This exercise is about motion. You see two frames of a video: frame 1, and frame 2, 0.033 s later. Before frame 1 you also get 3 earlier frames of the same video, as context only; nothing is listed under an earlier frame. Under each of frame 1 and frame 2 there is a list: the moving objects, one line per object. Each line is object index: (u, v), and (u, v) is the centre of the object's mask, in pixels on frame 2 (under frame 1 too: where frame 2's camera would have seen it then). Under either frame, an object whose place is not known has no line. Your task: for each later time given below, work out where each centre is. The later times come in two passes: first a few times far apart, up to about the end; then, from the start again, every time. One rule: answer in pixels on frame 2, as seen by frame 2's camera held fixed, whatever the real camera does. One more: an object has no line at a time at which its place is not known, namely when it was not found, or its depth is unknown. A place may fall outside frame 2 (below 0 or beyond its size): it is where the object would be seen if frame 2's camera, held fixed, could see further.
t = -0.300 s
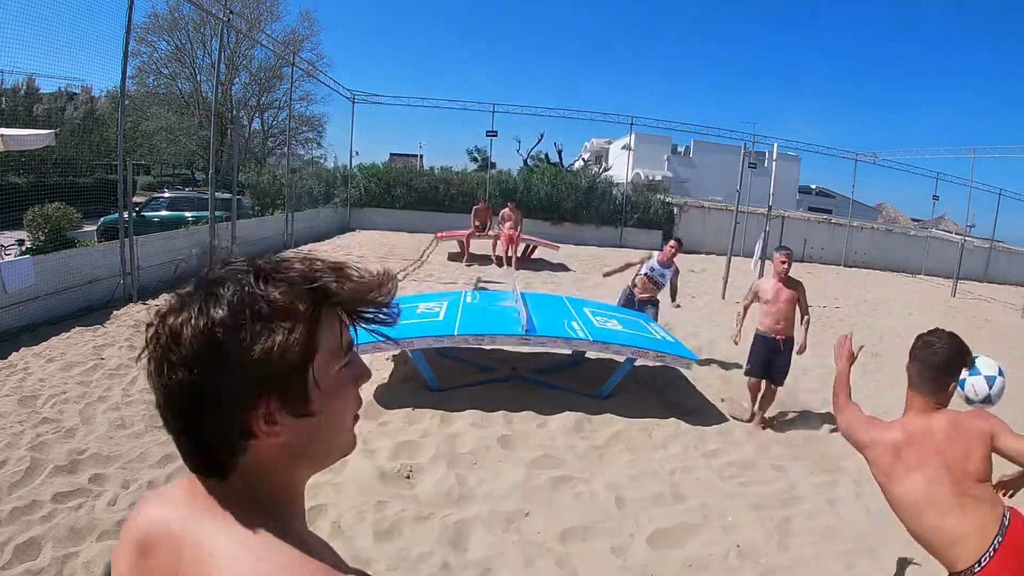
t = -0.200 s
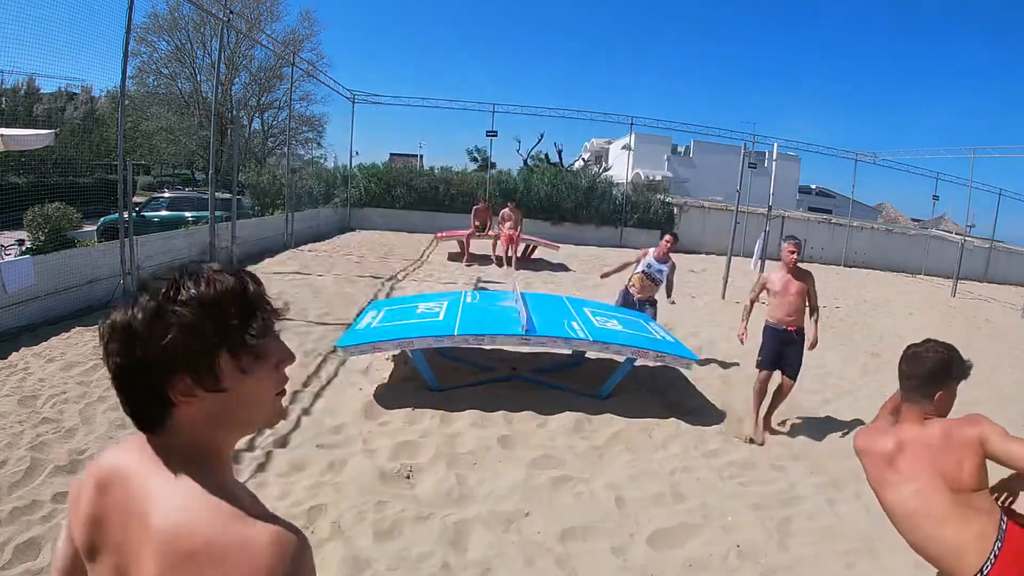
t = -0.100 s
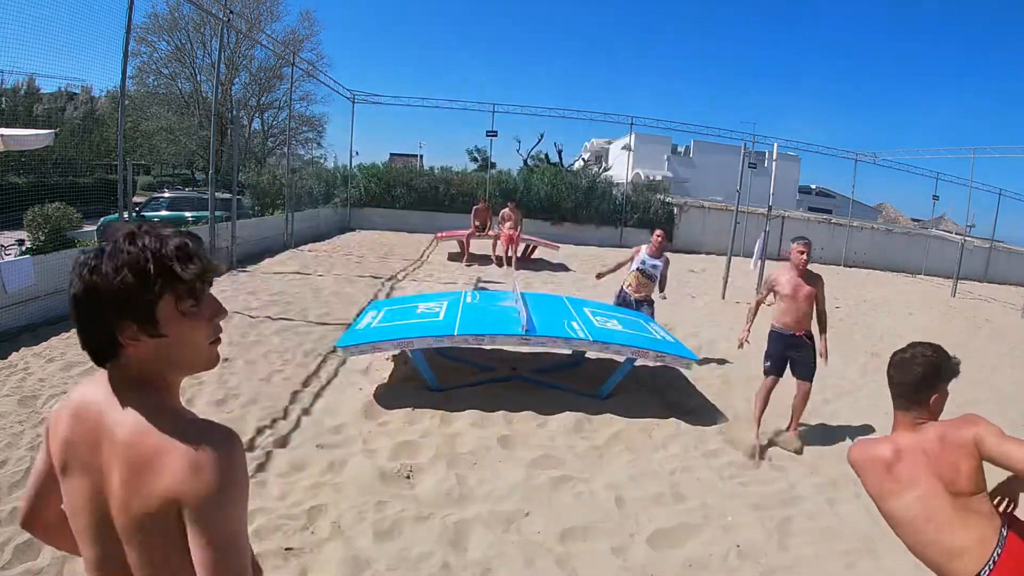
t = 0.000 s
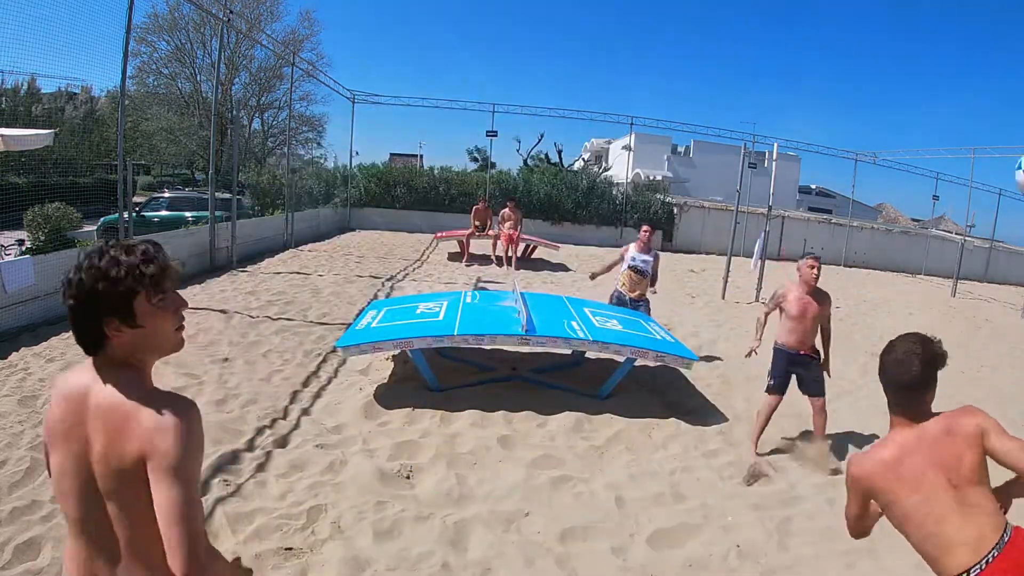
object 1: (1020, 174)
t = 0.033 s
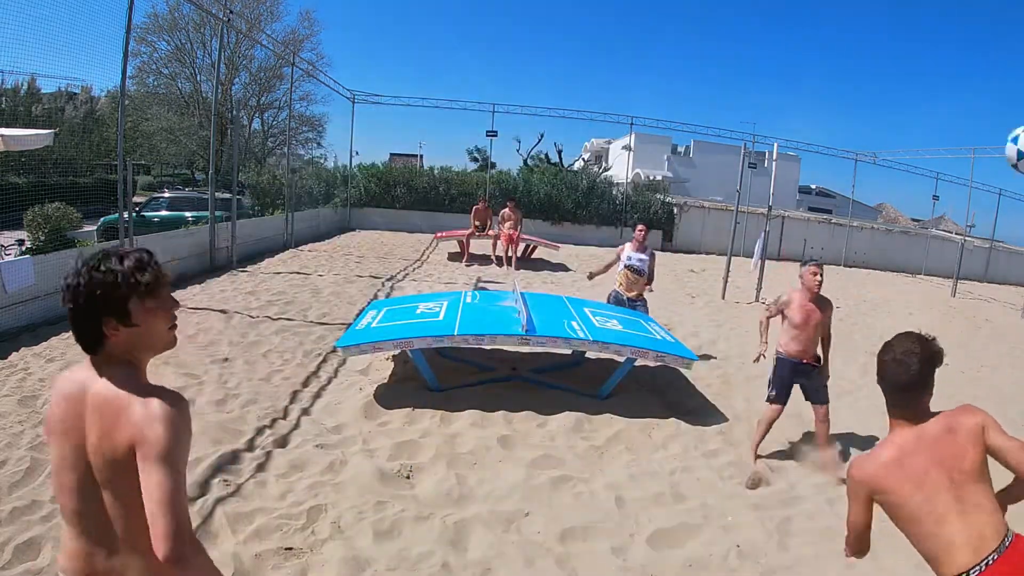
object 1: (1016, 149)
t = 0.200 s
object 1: (979, 76)
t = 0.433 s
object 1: (923, 76)
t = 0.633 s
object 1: (885, 136)
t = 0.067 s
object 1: (1011, 129)
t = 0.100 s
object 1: (1006, 111)
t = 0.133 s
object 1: (998, 97)
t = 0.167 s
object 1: (988, 85)
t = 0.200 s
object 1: (979, 76)
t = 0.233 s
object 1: (969, 70)
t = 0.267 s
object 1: (961, 67)
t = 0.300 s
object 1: (953, 65)
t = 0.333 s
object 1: (945, 65)
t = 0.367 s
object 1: (938, 67)
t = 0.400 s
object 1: (931, 70)
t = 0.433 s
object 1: (923, 76)
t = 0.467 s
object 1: (917, 83)
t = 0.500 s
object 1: (910, 91)
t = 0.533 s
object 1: (904, 100)
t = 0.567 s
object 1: (897, 111)
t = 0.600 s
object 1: (891, 123)
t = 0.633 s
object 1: (885, 136)
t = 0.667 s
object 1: (878, 150)
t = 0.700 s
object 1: (872, 165)
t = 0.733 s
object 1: (865, 181)
